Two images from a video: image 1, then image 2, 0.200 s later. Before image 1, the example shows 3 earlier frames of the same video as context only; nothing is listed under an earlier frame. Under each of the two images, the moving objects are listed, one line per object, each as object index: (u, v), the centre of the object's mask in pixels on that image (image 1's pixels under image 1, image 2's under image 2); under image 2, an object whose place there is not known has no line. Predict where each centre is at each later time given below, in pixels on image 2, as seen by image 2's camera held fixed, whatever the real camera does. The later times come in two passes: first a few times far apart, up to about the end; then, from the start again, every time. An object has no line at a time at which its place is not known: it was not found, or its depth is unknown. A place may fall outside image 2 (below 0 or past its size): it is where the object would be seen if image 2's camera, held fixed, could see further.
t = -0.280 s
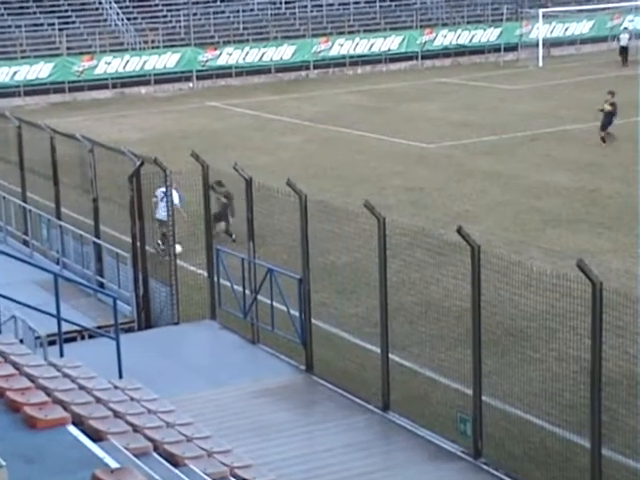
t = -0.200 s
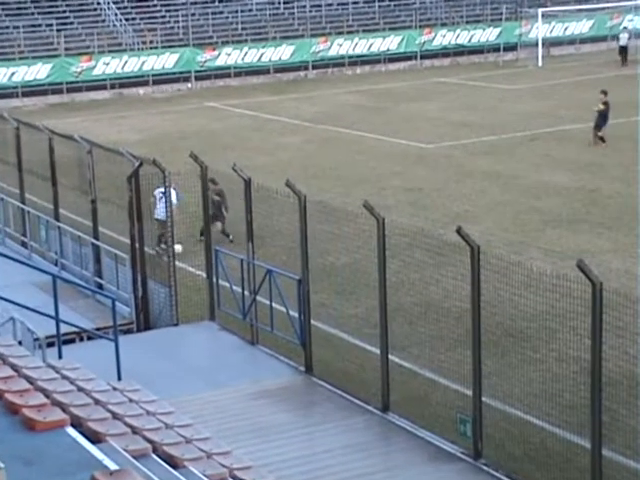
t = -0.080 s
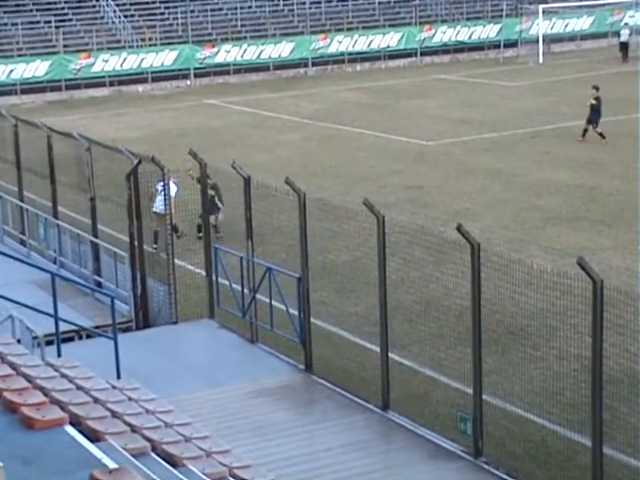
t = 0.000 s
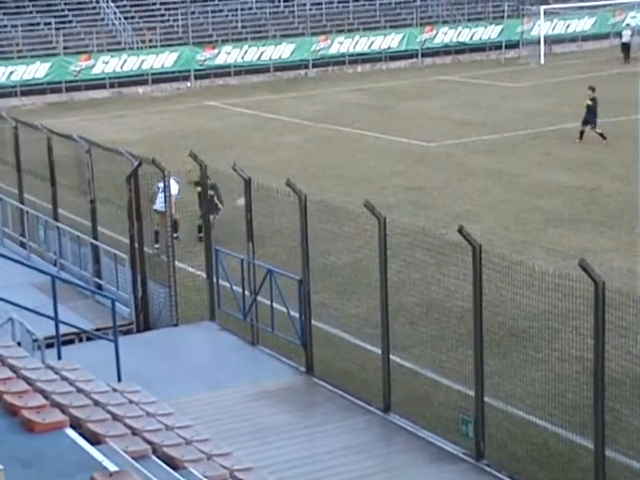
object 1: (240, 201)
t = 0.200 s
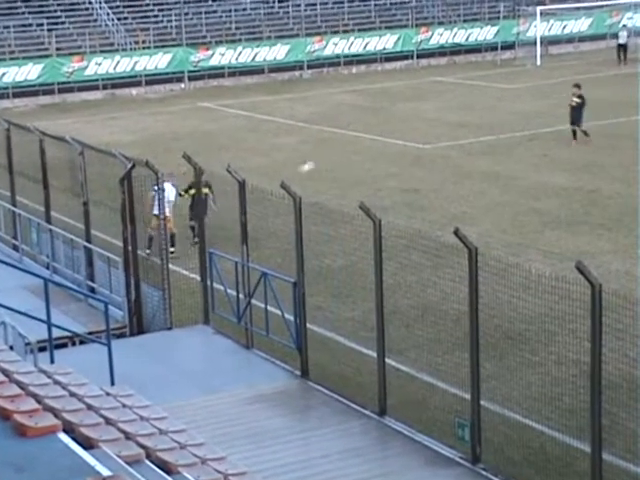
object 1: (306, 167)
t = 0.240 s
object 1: (318, 162)
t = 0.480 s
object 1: (383, 149)
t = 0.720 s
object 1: (436, 158)
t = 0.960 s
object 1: (466, 141)
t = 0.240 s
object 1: (318, 162)
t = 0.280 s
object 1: (330, 158)
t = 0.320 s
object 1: (341, 155)
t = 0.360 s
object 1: (352, 152)
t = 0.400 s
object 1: (363, 150)
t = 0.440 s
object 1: (374, 149)
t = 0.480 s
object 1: (383, 149)
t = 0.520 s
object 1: (393, 148)
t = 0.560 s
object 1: (401, 150)
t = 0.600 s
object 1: (411, 151)
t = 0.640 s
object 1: (420, 153)
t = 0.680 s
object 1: (428, 155)
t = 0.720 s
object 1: (436, 158)
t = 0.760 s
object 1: (445, 161)
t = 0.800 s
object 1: (449, 157)
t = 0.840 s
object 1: (454, 152)
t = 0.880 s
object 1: (458, 148)
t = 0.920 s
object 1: (462, 144)
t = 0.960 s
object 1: (466, 141)
